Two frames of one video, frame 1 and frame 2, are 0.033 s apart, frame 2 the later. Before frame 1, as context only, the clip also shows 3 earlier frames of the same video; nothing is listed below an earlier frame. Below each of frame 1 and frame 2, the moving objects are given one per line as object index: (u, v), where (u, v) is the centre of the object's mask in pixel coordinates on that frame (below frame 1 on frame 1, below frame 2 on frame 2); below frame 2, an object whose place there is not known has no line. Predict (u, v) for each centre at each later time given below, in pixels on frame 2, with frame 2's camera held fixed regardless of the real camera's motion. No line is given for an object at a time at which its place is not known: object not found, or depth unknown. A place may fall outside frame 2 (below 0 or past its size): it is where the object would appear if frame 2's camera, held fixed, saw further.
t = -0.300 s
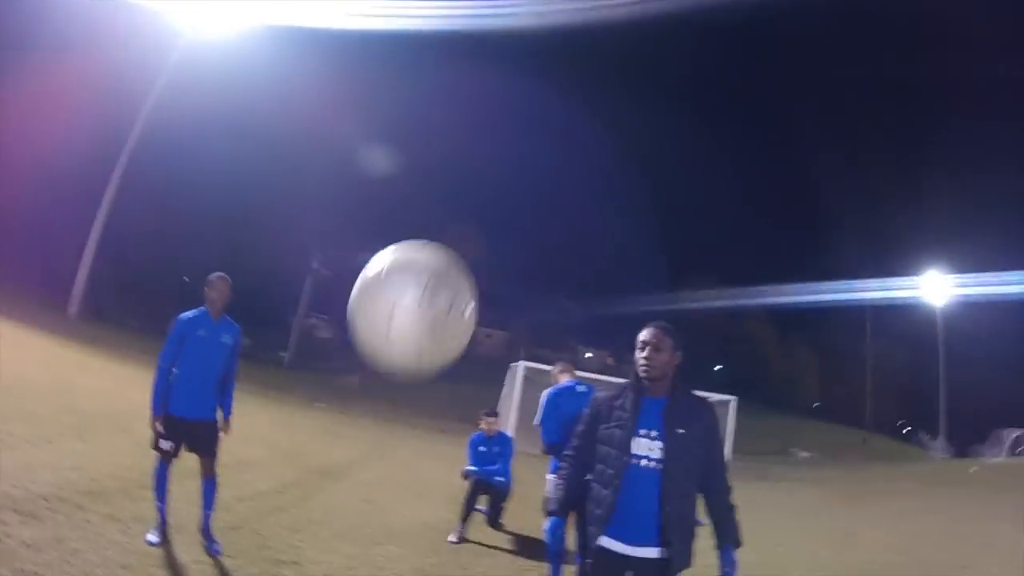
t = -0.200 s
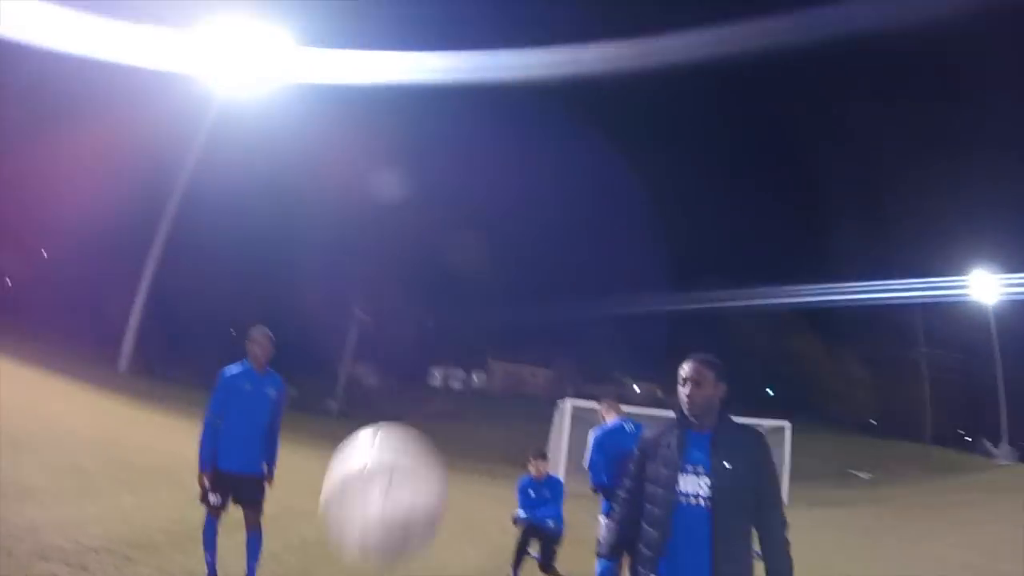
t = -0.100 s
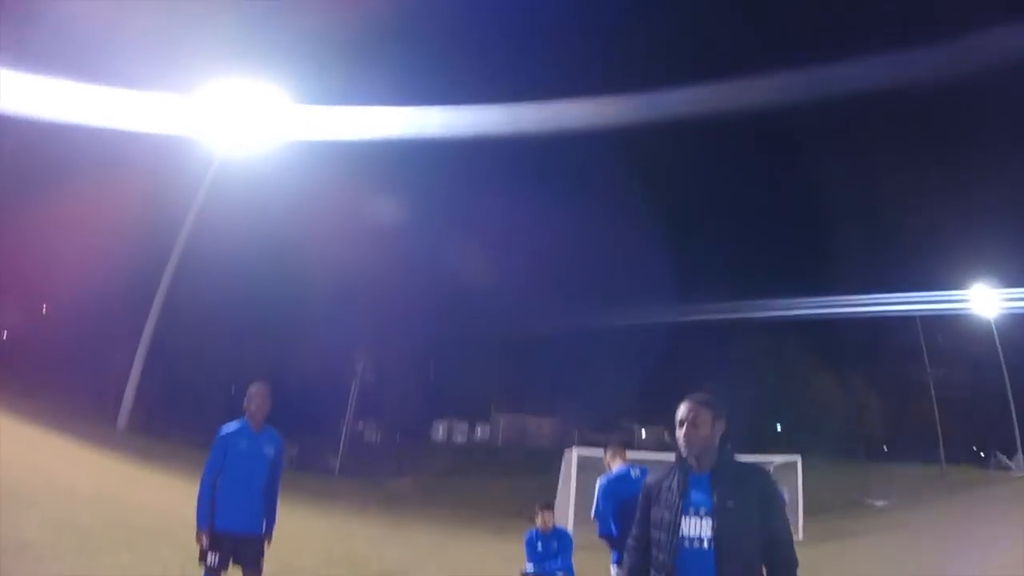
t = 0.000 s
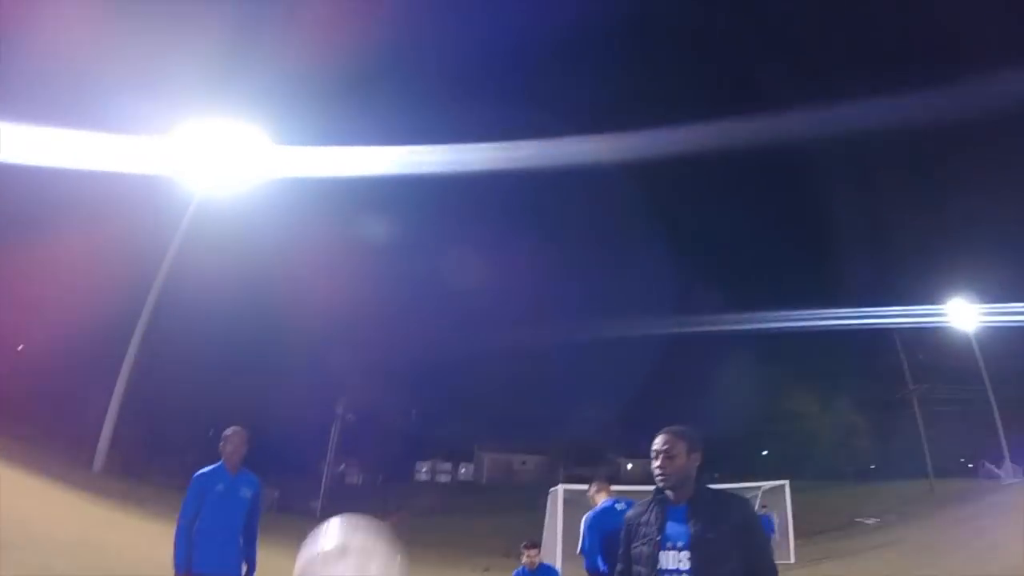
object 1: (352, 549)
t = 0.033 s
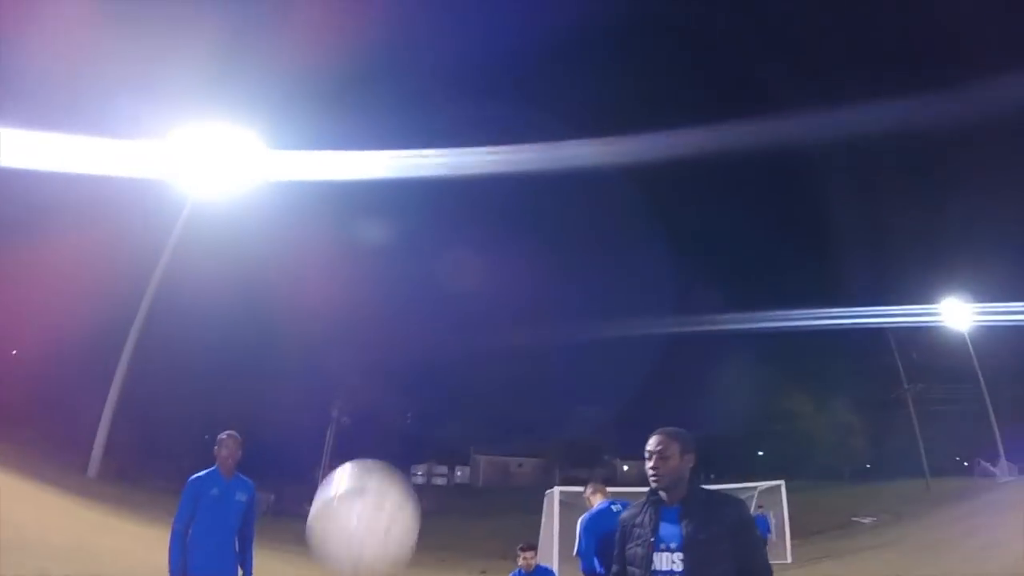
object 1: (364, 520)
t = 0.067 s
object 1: (379, 472)
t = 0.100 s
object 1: (394, 425)
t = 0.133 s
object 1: (408, 393)
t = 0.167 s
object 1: (421, 365)
